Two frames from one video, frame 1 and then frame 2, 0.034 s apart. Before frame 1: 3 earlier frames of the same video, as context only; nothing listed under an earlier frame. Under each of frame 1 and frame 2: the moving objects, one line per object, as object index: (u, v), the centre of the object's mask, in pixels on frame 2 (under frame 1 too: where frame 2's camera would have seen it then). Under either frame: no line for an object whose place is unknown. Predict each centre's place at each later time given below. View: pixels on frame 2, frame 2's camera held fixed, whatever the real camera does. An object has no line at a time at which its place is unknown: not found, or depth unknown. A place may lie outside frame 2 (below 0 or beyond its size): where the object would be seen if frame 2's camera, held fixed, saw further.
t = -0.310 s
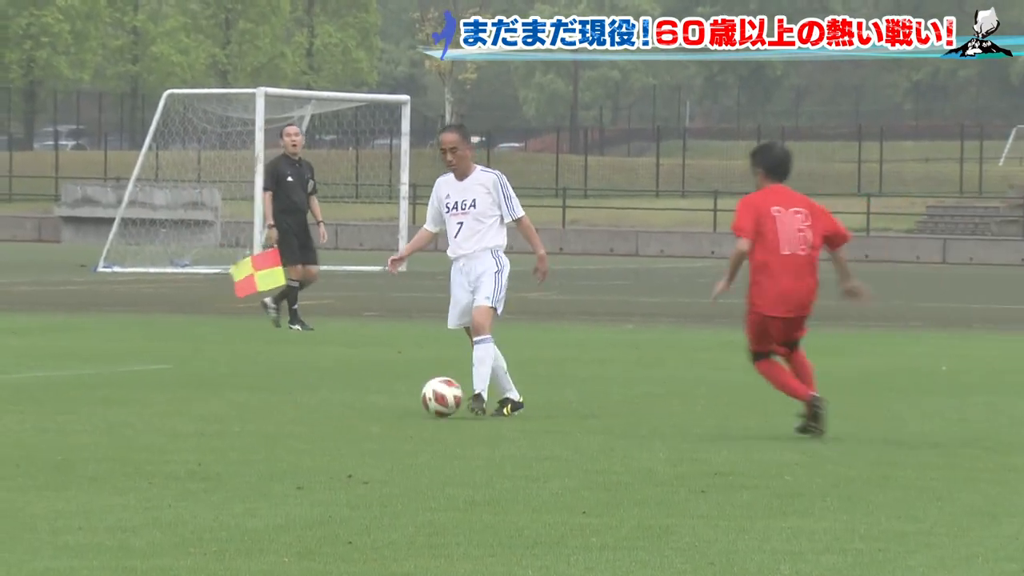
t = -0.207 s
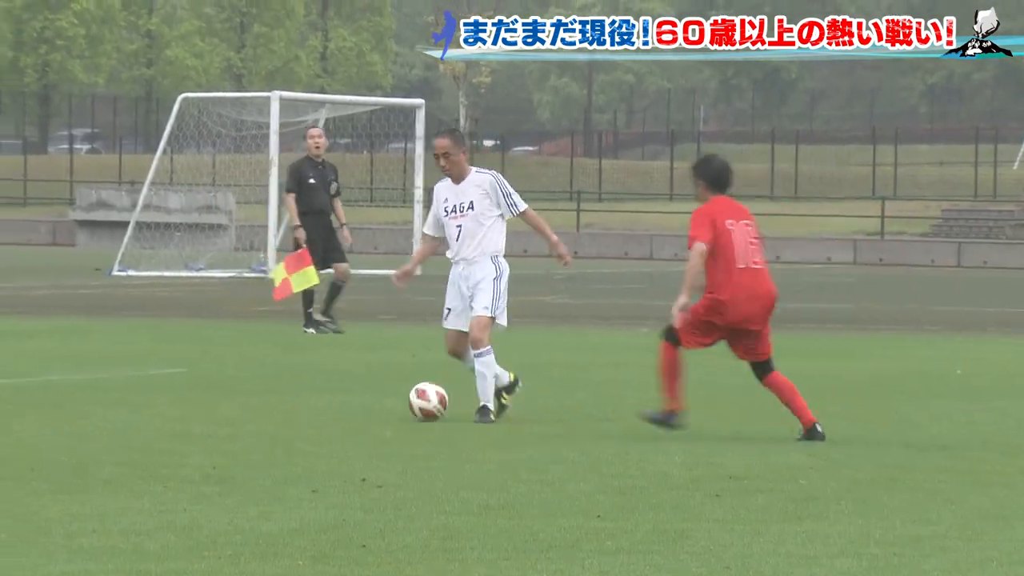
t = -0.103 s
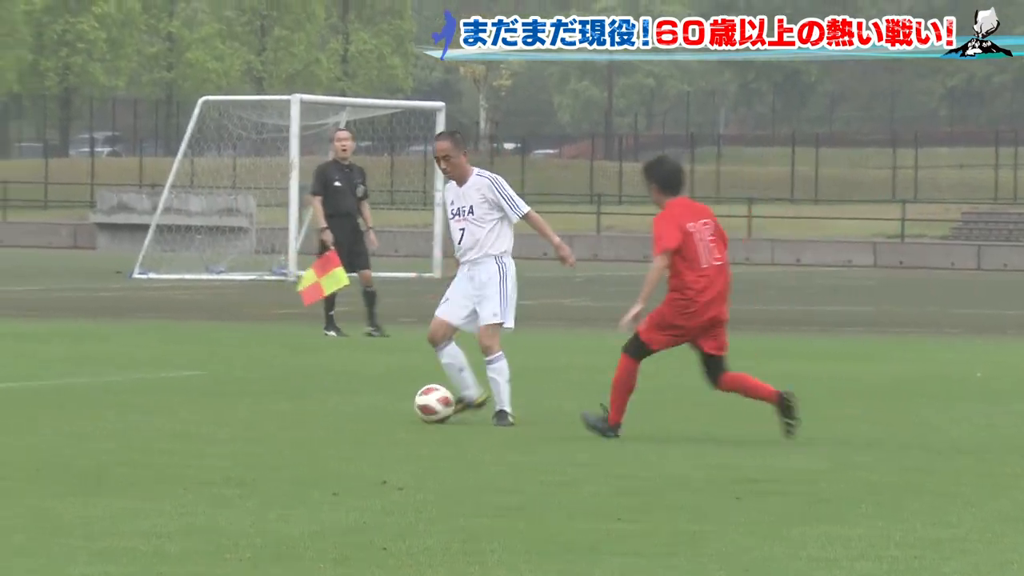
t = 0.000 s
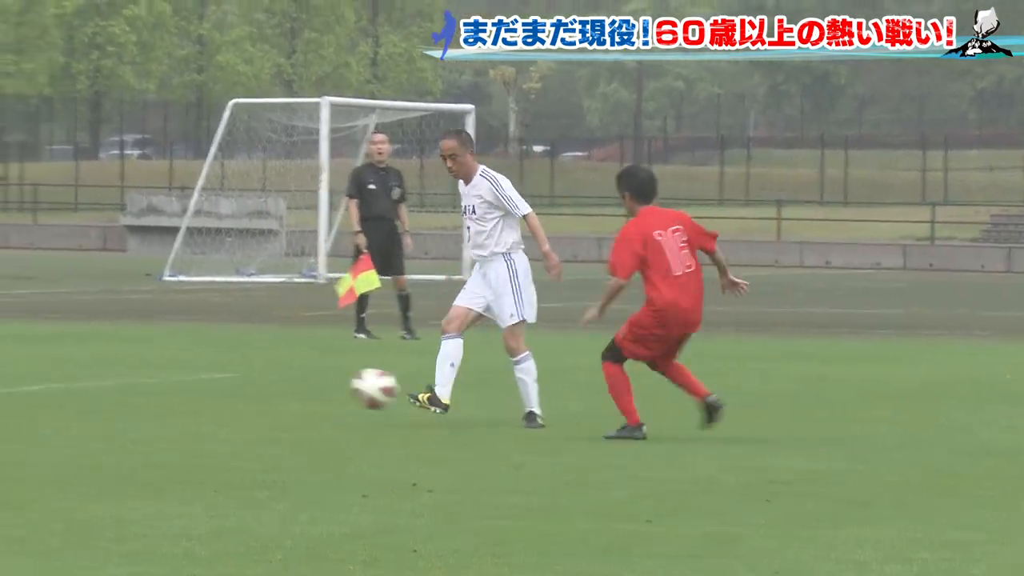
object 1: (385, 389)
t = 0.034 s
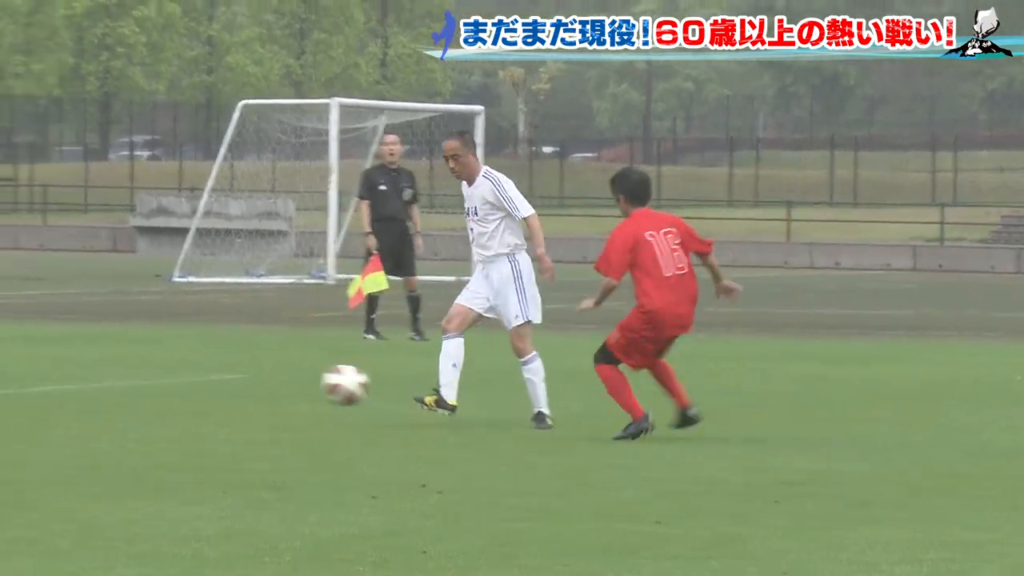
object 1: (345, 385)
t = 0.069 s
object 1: (305, 381)
